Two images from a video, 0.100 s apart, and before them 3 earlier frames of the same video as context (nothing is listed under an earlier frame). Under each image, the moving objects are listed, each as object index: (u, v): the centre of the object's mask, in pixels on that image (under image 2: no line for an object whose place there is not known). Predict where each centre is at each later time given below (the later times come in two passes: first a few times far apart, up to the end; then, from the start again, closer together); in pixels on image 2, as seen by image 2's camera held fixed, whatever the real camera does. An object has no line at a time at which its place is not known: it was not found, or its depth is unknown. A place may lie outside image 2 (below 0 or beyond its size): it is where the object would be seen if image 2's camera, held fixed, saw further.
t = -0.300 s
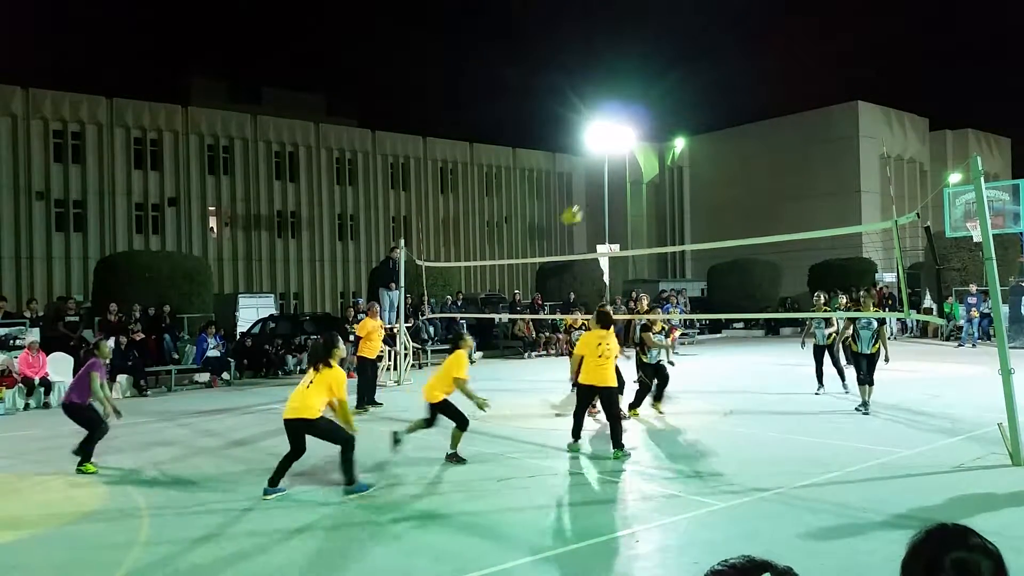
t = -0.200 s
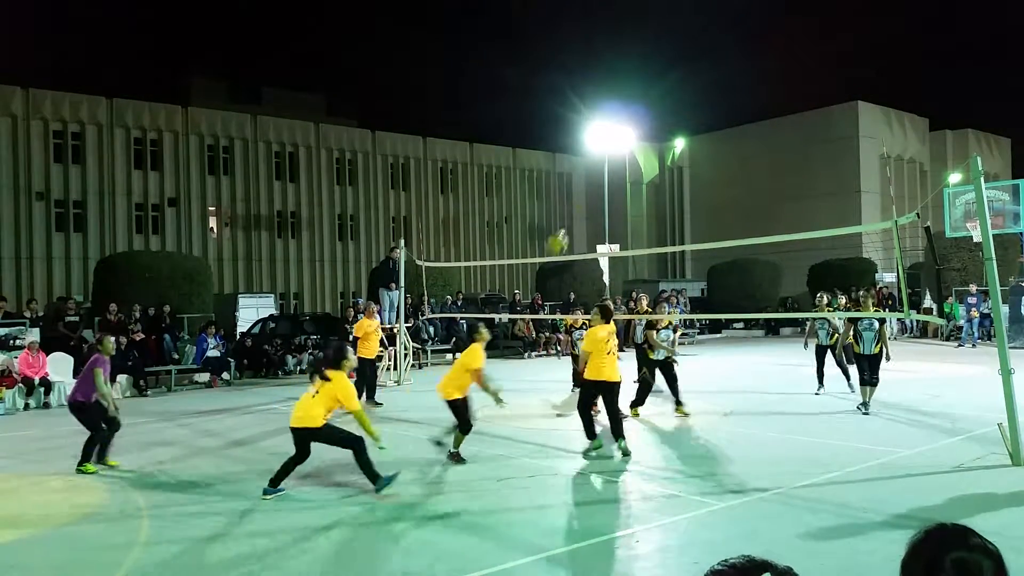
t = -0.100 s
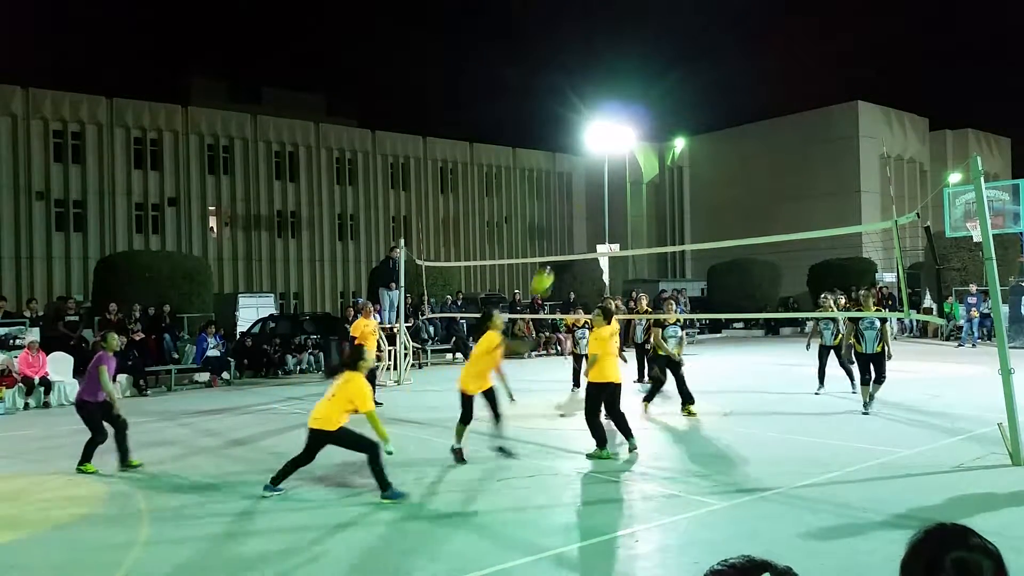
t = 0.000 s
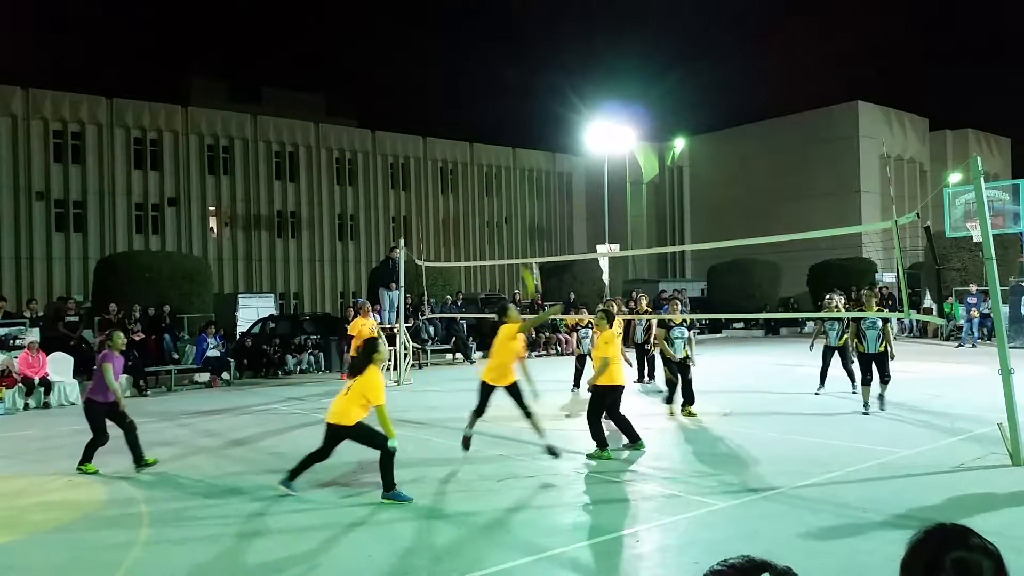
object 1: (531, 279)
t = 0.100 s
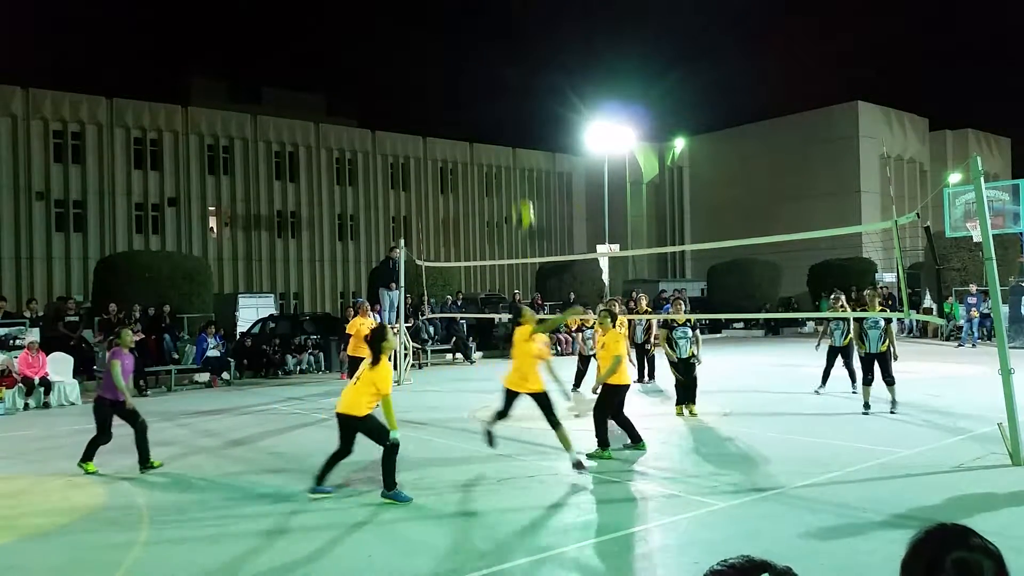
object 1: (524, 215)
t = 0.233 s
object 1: (515, 146)
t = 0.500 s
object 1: (497, 64)
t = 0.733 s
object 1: (483, 50)
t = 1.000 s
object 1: (471, 101)
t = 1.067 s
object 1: (468, 124)
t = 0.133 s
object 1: (521, 195)
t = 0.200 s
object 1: (516, 160)
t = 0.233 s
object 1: (515, 146)
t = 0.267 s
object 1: (512, 132)
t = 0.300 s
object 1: (510, 119)
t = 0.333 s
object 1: (508, 107)
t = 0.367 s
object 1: (506, 96)
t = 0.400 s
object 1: (503, 86)
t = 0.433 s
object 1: (501, 78)
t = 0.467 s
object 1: (499, 70)
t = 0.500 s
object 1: (497, 64)
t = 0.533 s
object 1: (495, 58)
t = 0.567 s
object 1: (493, 54)
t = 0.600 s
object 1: (491, 51)
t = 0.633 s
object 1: (489, 49)
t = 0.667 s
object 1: (486, 48)
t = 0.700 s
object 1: (485, 49)
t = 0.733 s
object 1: (483, 50)
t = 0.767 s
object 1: (482, 53)
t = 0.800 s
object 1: (480, 56)
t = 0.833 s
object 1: (478, 62)
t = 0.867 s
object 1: (476, 68)
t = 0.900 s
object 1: (475, 75)
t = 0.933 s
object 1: (473, 82)
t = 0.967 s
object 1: (472, 90)
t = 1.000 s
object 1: (471, 101)
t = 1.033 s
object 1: (469, 113)
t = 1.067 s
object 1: (468, 124)
